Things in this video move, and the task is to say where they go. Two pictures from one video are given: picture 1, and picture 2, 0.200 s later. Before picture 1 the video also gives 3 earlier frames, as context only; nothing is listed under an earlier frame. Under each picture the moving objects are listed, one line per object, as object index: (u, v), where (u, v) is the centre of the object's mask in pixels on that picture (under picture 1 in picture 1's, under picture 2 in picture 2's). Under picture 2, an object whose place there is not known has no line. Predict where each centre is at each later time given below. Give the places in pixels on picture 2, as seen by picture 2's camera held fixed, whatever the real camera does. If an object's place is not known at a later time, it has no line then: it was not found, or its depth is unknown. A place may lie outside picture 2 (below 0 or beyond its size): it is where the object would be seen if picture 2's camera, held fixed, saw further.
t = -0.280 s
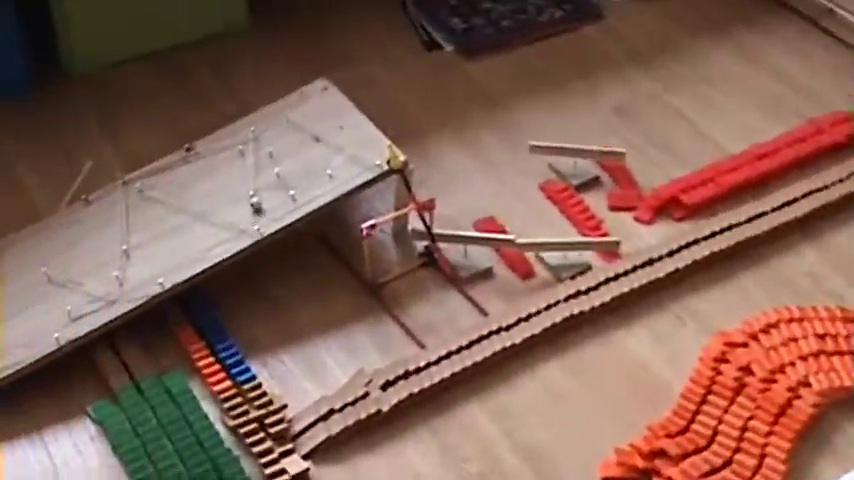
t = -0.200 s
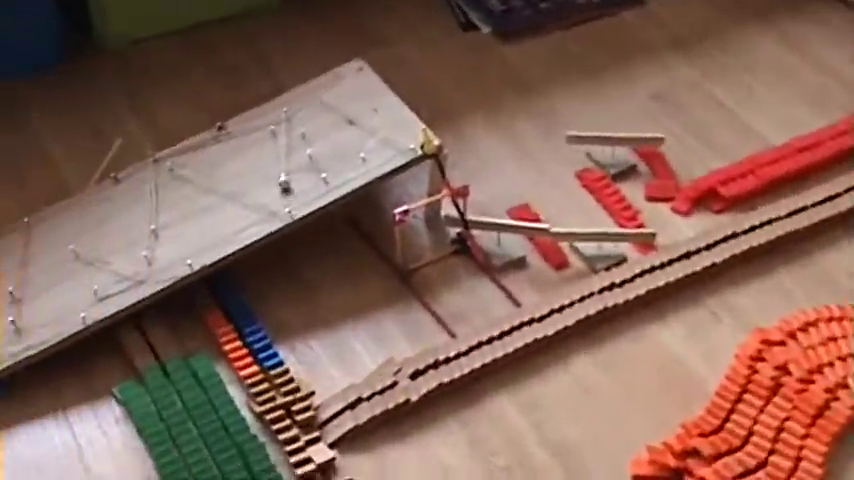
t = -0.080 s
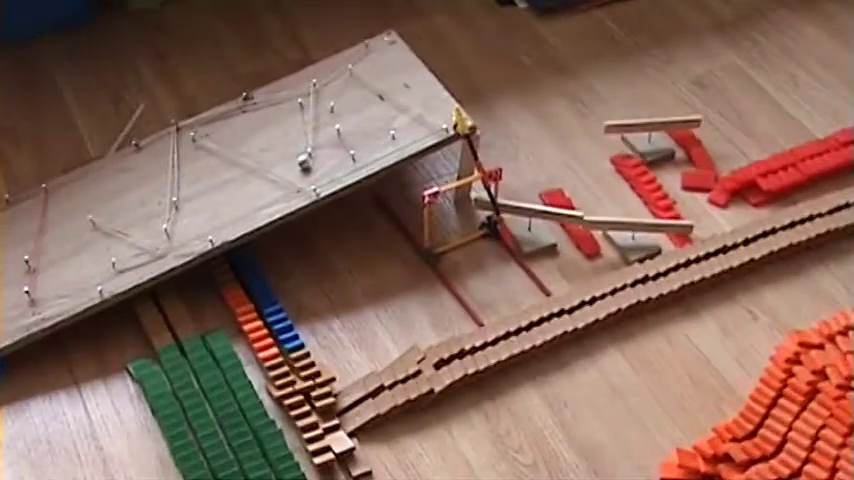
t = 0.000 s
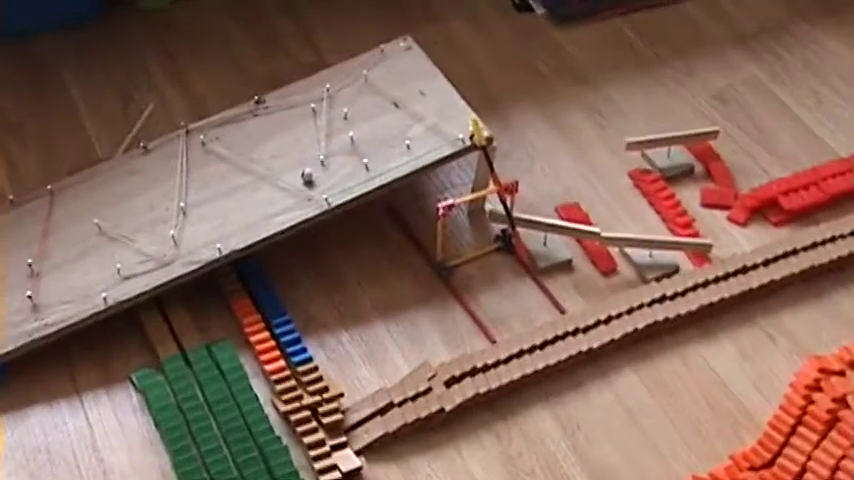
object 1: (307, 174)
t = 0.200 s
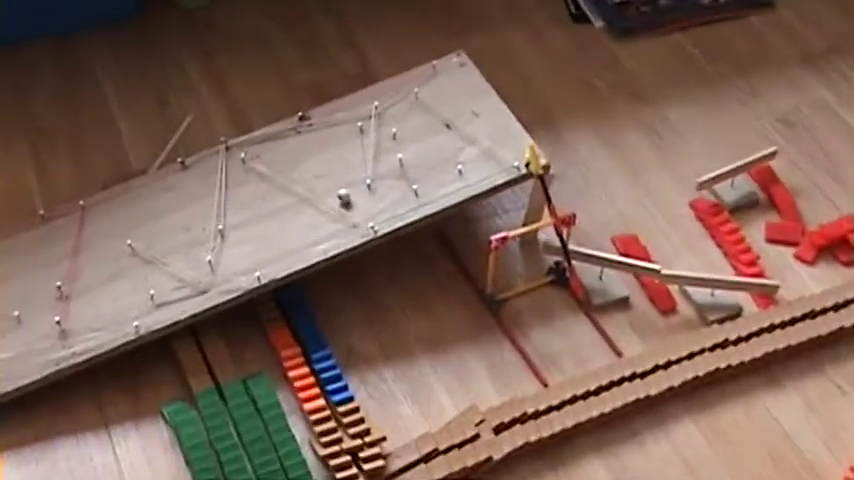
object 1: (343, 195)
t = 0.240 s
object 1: (342, 193)
